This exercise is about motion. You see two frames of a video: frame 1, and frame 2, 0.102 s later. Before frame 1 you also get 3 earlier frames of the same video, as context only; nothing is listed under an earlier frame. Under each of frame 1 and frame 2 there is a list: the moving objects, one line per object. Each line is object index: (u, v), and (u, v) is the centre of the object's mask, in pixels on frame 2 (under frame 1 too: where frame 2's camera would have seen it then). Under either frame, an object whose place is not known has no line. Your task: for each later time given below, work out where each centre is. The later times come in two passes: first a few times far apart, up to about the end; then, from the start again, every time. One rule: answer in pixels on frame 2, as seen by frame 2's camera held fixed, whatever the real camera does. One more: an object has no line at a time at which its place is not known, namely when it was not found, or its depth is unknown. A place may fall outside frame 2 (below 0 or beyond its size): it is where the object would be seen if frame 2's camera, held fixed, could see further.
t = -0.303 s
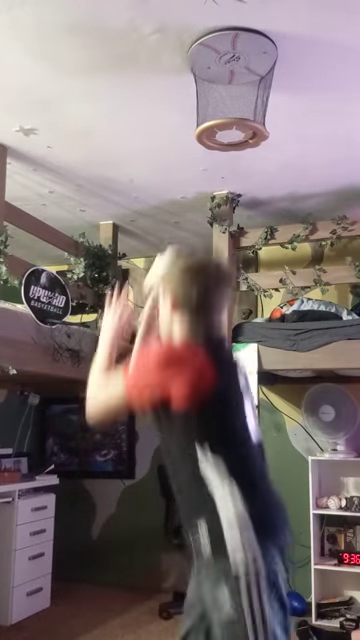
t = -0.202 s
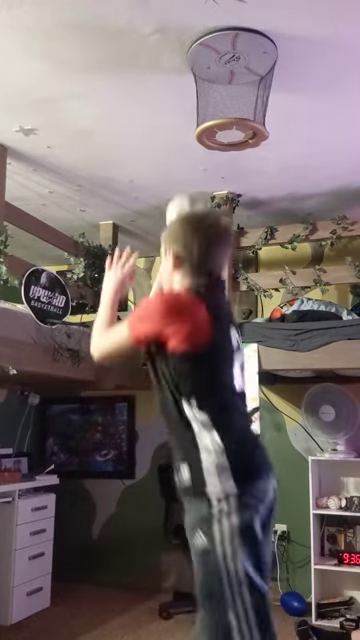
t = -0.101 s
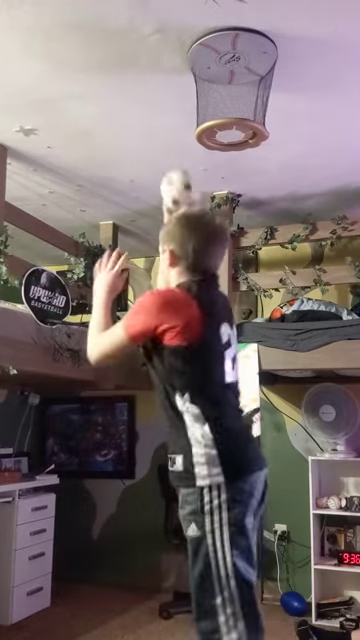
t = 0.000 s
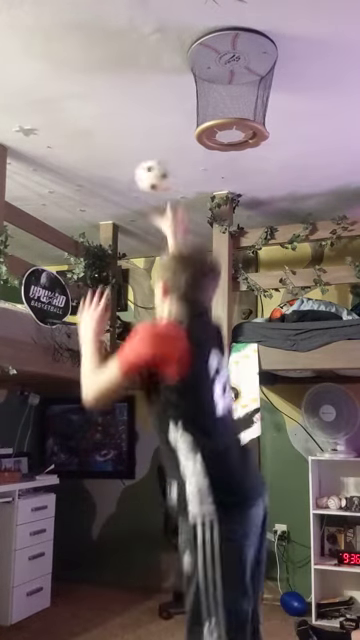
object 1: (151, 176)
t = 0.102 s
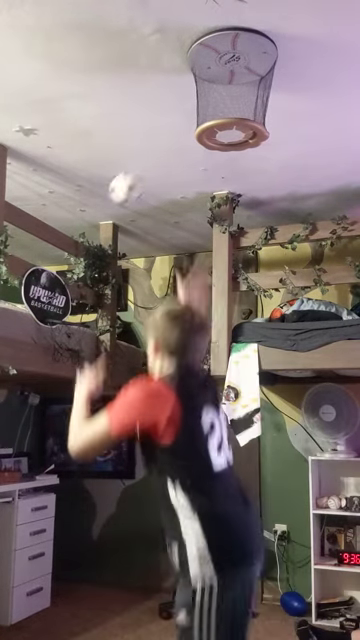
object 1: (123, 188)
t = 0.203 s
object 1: (103, 220)
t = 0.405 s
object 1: (65, 317)
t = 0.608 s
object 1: (95, 342)
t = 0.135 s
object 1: (115, 196)
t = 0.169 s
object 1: (110, 207)
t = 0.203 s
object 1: (103, 220)
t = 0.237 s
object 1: (95, 233)
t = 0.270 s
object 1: (89, 247)
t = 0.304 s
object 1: (83, 263)
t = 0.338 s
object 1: (78, 281)
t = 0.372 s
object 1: (74, 297)
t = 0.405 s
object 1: (65, 317)
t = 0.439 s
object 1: (61, 340)
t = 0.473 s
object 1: (72, 342)
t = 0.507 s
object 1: (81, 342)
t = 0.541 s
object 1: (88, 341)
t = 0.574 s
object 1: (91, 341)
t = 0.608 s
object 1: (95, 342)
